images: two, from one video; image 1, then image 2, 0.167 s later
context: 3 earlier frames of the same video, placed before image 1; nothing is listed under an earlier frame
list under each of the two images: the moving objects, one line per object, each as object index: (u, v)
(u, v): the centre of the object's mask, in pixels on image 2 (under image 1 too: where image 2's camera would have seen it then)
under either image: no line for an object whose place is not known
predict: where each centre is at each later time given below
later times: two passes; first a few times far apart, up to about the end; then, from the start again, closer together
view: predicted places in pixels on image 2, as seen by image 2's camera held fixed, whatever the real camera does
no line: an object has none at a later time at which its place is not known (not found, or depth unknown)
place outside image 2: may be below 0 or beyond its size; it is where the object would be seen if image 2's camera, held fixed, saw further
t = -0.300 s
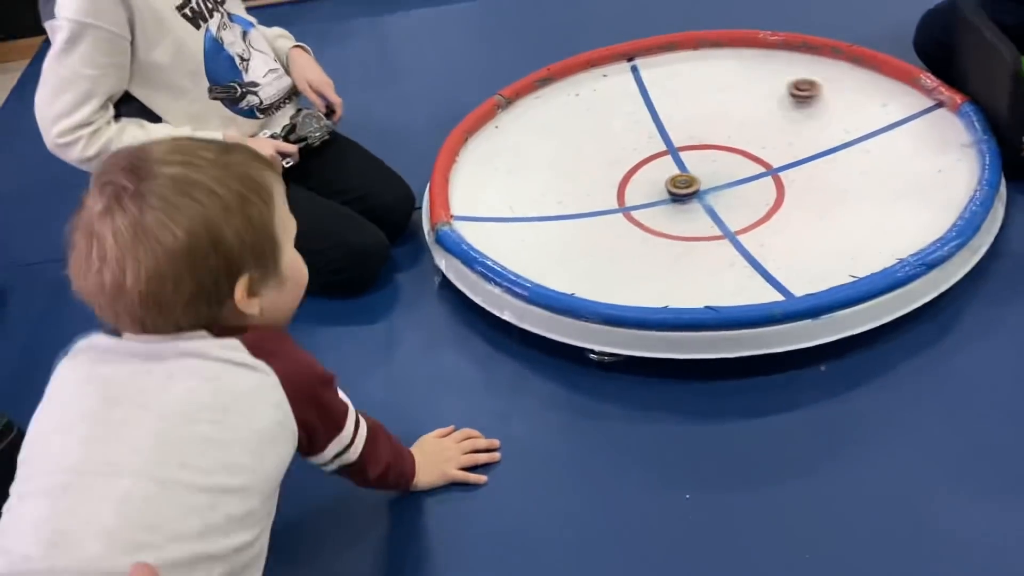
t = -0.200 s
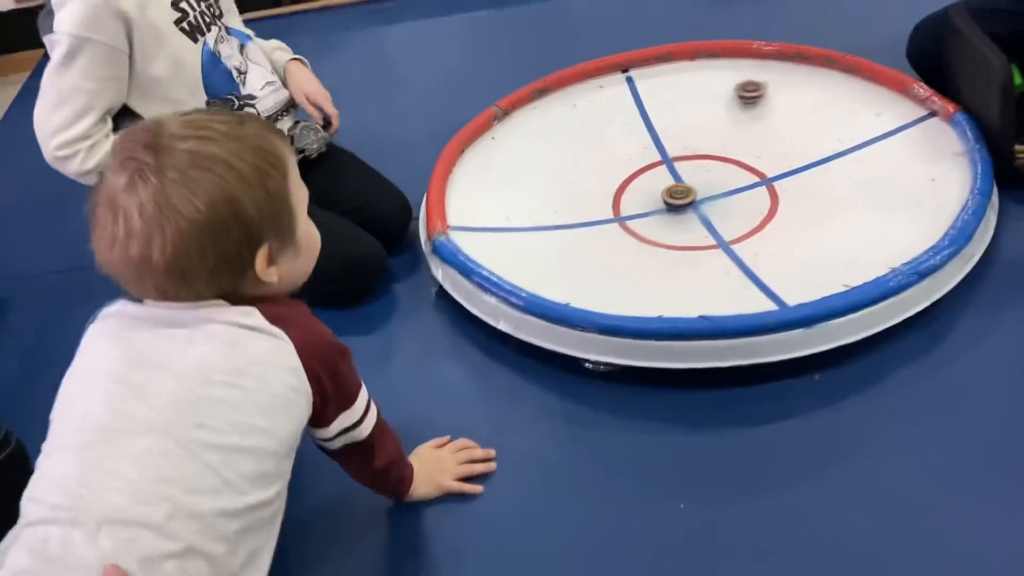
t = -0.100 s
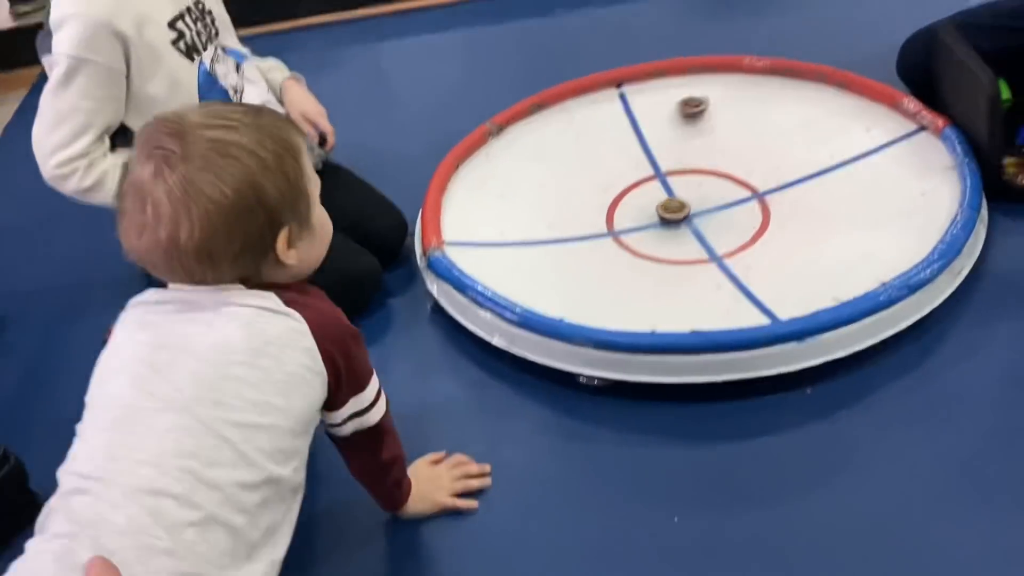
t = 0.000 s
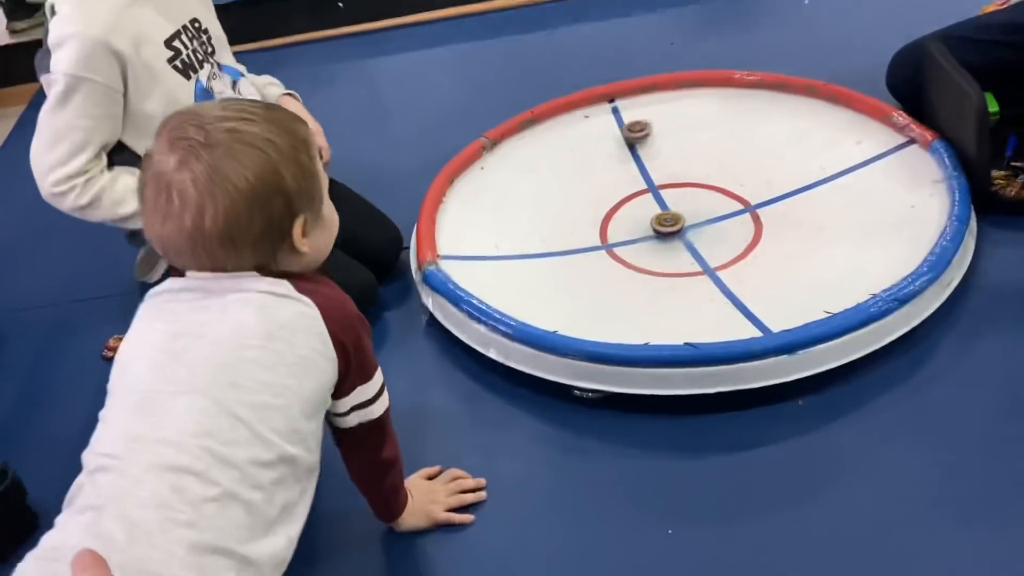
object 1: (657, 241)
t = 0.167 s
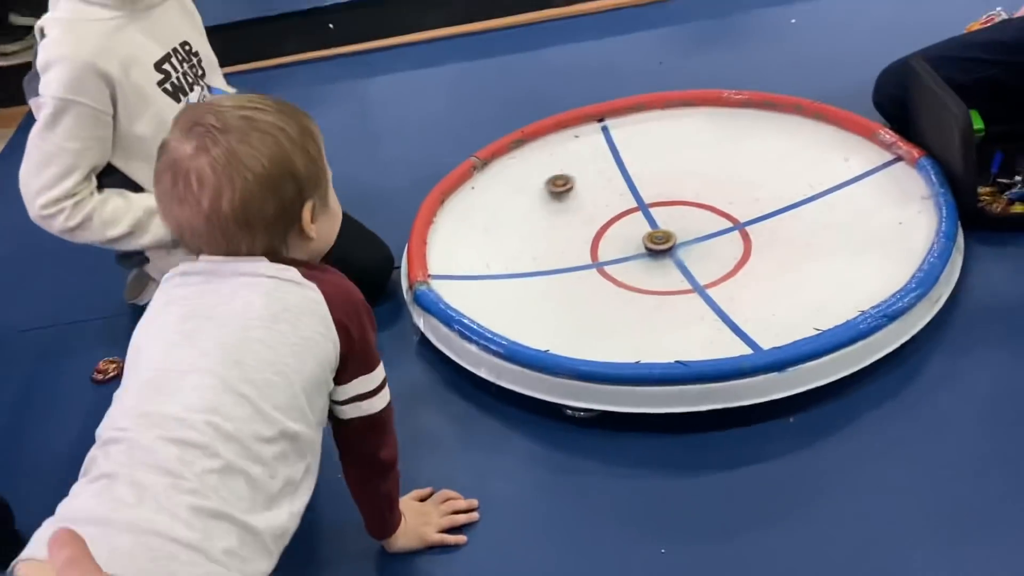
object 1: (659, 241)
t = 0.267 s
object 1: (660, 241)
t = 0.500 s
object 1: (664, 240)
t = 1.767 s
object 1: (669, 242)
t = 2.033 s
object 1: (668, 243)
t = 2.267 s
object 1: (667, 243)
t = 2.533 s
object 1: (672, 246)
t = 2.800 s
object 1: (674, 245)
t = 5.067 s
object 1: (674, 238)
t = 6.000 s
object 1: (673, 238)
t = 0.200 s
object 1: (659, 240)
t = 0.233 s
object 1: (659, 241)
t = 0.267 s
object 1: (660, 241)
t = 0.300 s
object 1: (660, 241)
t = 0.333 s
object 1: (661, 240)
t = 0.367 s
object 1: (661, 240)
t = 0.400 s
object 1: (662, 240)
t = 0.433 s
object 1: (663, 241)
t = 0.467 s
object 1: (663, 240)
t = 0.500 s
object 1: (664, 240)
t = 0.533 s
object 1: (664, 241)
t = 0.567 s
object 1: (665, 240)
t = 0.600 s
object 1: (667, 240)
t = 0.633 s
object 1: (668, 240)
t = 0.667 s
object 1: (669, 239)
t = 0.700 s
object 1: (670, 239)
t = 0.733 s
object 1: (670, 239)
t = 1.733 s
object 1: (669, 241)
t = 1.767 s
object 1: (669, 242)
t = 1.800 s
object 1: (669, 242)
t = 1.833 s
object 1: (669, 242)
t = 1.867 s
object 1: (669, 243)
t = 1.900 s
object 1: (669, 243)
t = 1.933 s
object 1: (669, 243)
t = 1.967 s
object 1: (669, 243)
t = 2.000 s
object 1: (669, 243)
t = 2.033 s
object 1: (668, 243)
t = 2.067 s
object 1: (669, 243)
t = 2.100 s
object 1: (668, 243)
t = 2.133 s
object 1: (668, 243)
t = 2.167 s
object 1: (668, 243)
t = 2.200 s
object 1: (668, 242)
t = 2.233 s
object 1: (667, 243)
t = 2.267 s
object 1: (667, 243)
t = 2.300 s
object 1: (667, 243)
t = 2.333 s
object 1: (668, 244)
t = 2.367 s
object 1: (668, 244)
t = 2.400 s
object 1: (669, 245)
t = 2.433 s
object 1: (670, 245)
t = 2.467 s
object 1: (671, 246)
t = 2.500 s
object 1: (671, 246)
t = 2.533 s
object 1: (672, 246)
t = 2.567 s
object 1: (673, 246)
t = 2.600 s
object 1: (673, 246)
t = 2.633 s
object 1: (673, 246)
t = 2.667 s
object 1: (674, 246)
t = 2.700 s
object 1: (674, 245)
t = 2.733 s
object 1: (674, 245)
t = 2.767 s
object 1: (674, 245)
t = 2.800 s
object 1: (674, 245)
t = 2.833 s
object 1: (675, 244)
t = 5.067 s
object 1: (674, 238)
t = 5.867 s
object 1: (673, 236)
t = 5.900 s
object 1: (672, 237)
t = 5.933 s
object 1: (672, 238)
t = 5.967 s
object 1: (672, 238)
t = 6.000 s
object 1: (673, 238)
